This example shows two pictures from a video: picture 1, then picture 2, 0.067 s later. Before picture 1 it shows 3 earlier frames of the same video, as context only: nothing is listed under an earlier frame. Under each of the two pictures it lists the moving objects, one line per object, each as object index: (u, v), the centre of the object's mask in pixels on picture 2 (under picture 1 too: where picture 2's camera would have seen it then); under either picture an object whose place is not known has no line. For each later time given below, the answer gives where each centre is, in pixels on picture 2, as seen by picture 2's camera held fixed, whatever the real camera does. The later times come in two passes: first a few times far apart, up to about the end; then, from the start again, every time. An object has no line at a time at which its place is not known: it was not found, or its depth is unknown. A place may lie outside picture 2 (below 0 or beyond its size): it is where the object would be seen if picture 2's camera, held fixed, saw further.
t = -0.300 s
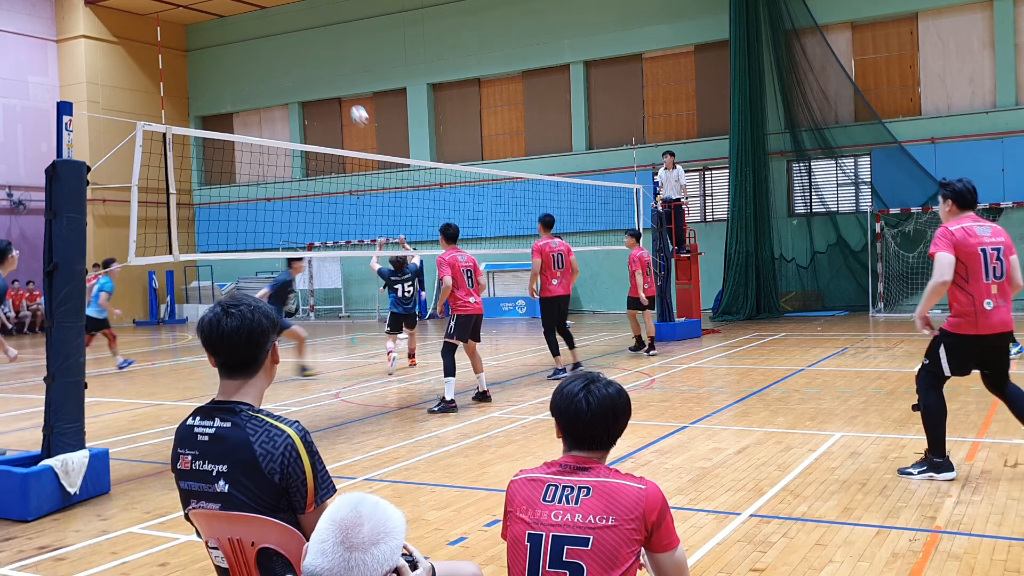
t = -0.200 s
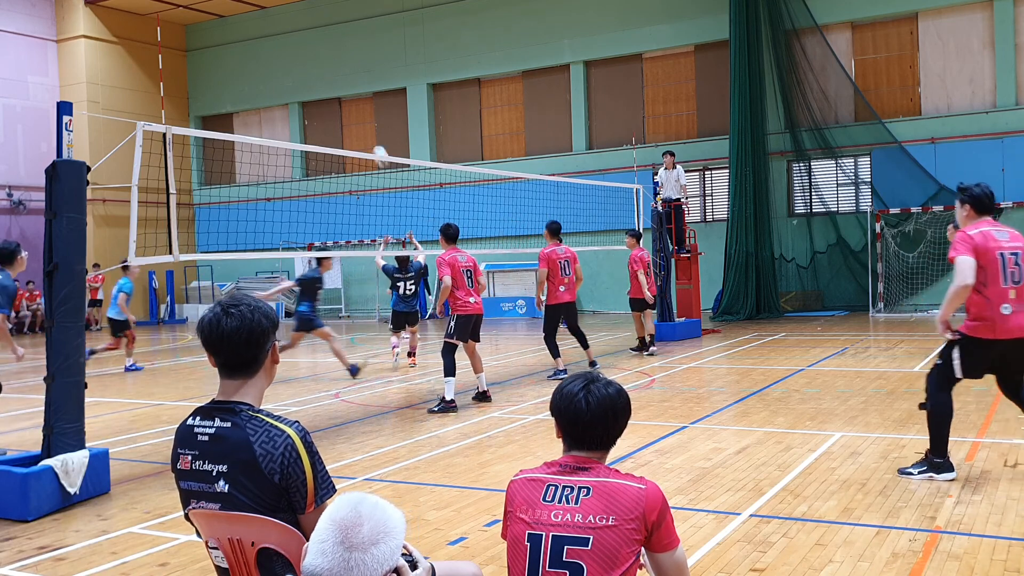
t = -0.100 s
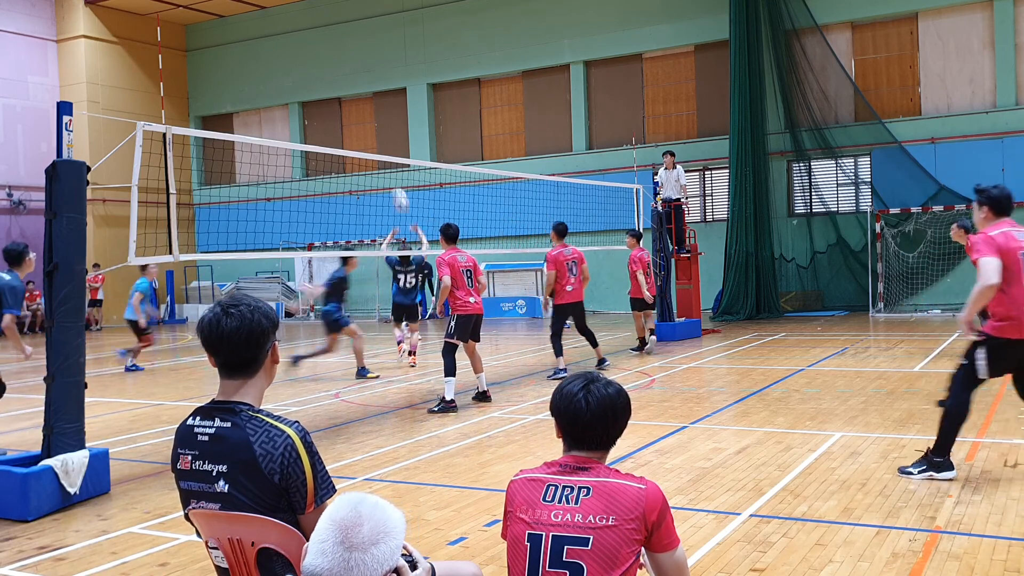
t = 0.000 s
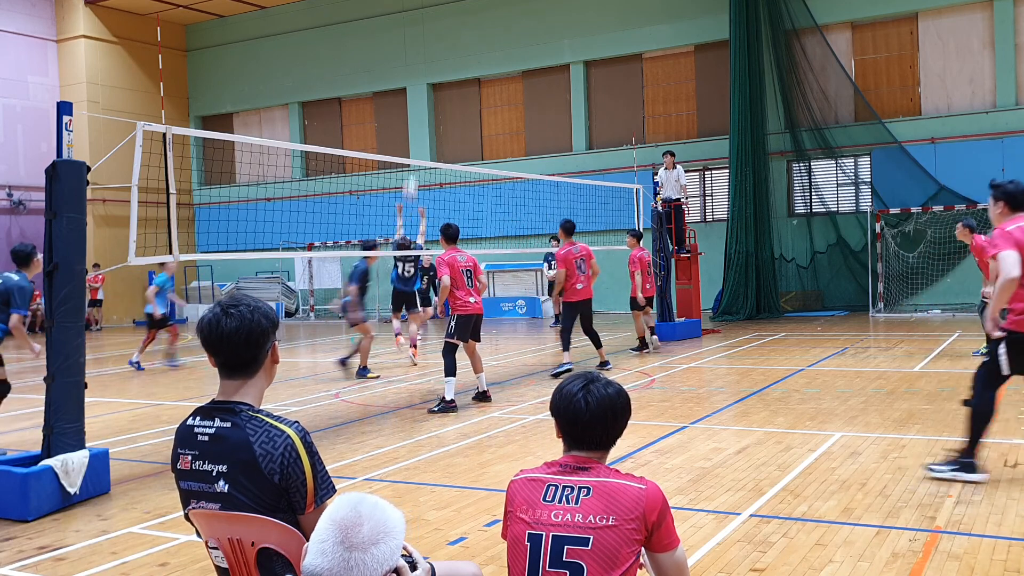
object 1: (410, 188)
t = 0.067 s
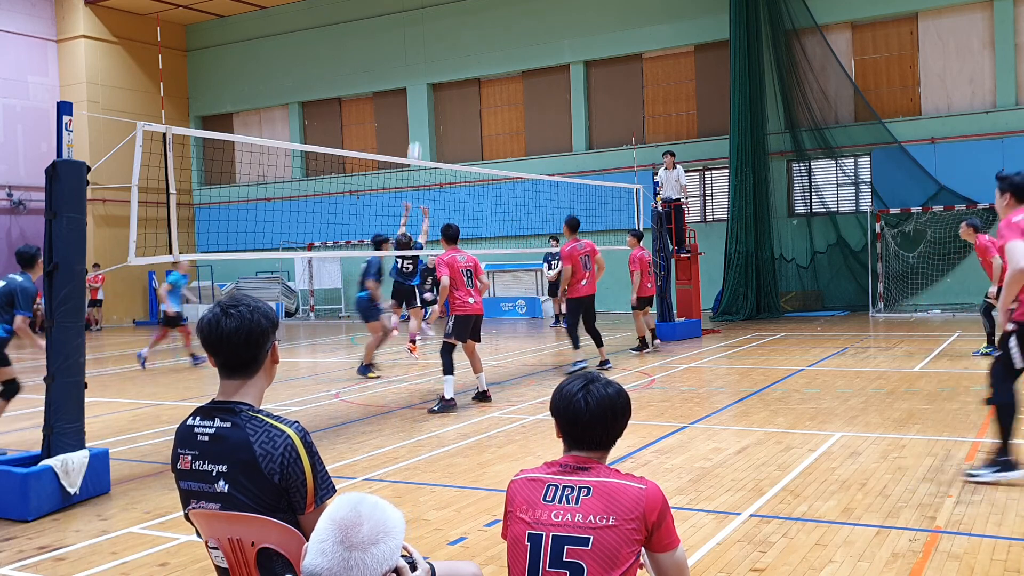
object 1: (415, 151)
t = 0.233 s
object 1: (425, 85)
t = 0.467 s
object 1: (440, 29)
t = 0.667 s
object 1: (454, 11)
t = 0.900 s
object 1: (471, 24)
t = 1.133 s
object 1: (488, 72)
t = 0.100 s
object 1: (416, 137)
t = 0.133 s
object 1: (419, 122)
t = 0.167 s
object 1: (420, 109)
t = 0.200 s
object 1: (423, 96)
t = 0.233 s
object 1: (425, 85)
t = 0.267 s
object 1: (427, 74)
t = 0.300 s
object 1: (430, 65)
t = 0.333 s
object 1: (432, 56)
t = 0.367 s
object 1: (433, 48)
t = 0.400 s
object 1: (435, 41)
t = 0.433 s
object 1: (438, 34)
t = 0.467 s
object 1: (440, 29)
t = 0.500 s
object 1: (442, 24)
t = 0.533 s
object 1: (445, 20)
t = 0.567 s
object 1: (447, 16)
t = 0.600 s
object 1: (450, 13)
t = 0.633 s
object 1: (452, 12)
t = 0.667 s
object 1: (454, 11)
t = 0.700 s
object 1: (457, 11)
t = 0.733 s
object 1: (459, 11)
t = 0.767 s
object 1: (461, 12)
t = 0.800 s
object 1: (464, 14)
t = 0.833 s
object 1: (466, 17)
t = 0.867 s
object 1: (469, 20)
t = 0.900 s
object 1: (471, 24)
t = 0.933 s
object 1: (474, 29)
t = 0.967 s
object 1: (476, 34)
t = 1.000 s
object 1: (479, 41)
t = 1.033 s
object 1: (481, 48)
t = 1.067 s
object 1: (484, 55)
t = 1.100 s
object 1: (486, 63)
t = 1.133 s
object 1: (488, 72)
